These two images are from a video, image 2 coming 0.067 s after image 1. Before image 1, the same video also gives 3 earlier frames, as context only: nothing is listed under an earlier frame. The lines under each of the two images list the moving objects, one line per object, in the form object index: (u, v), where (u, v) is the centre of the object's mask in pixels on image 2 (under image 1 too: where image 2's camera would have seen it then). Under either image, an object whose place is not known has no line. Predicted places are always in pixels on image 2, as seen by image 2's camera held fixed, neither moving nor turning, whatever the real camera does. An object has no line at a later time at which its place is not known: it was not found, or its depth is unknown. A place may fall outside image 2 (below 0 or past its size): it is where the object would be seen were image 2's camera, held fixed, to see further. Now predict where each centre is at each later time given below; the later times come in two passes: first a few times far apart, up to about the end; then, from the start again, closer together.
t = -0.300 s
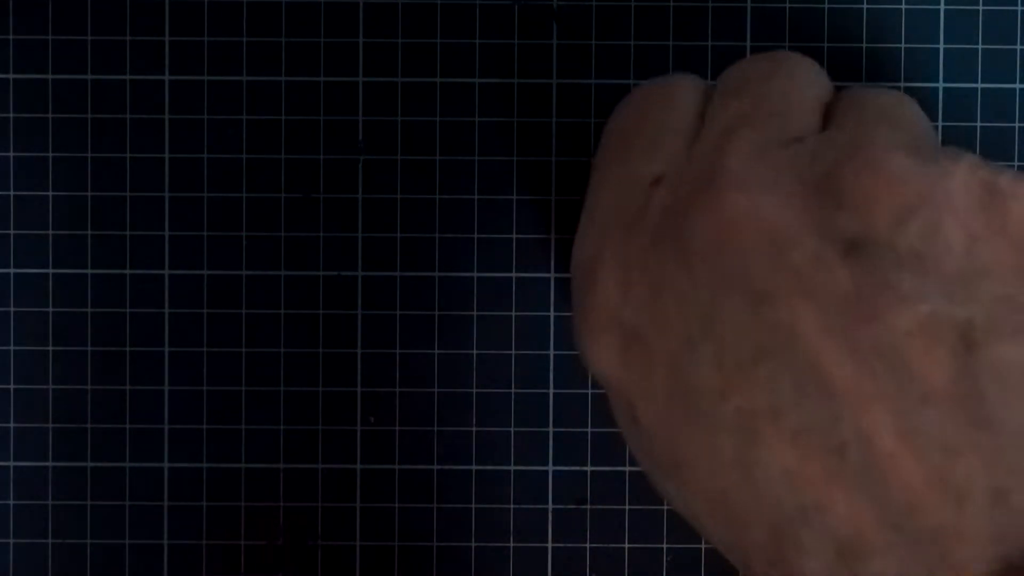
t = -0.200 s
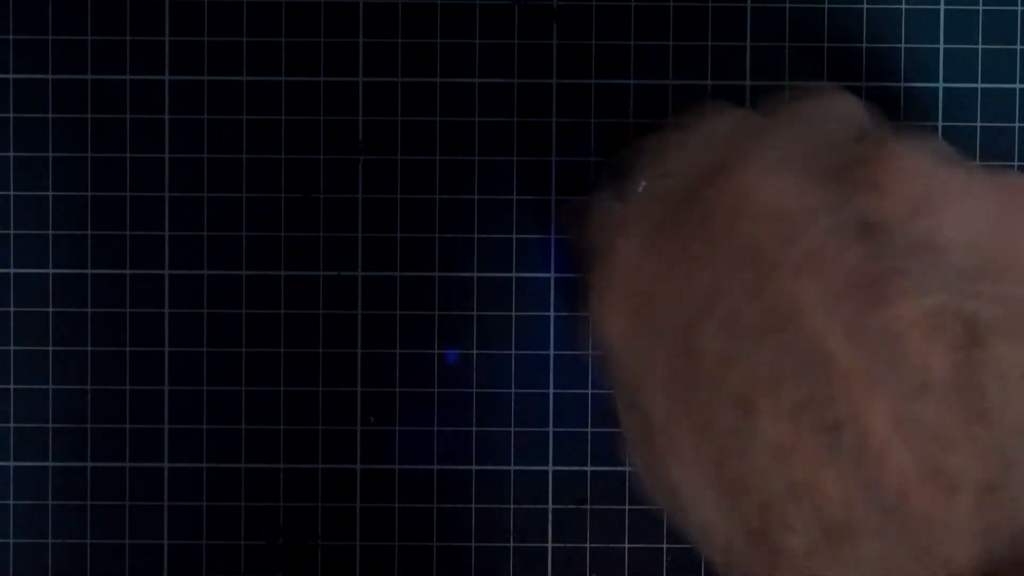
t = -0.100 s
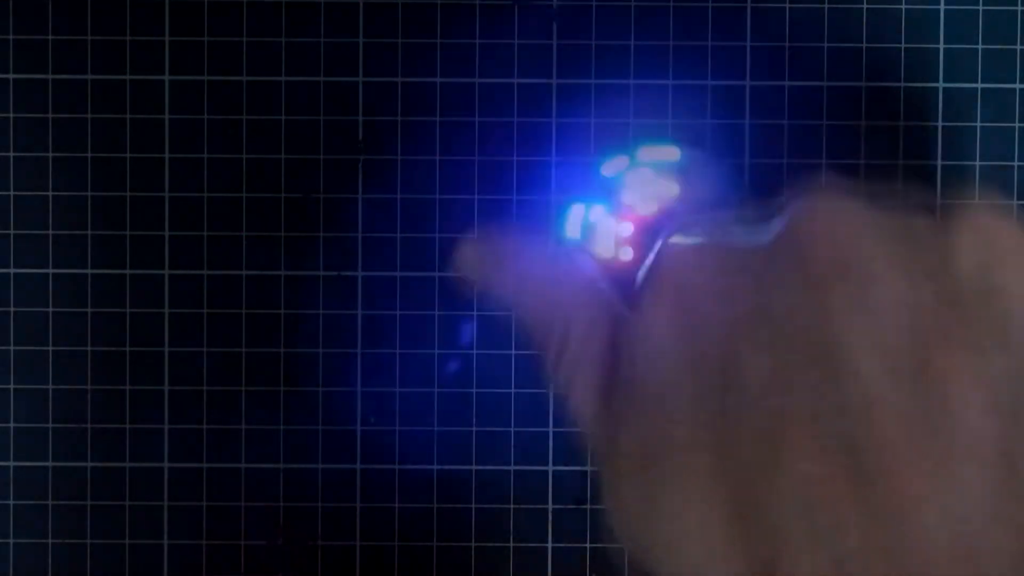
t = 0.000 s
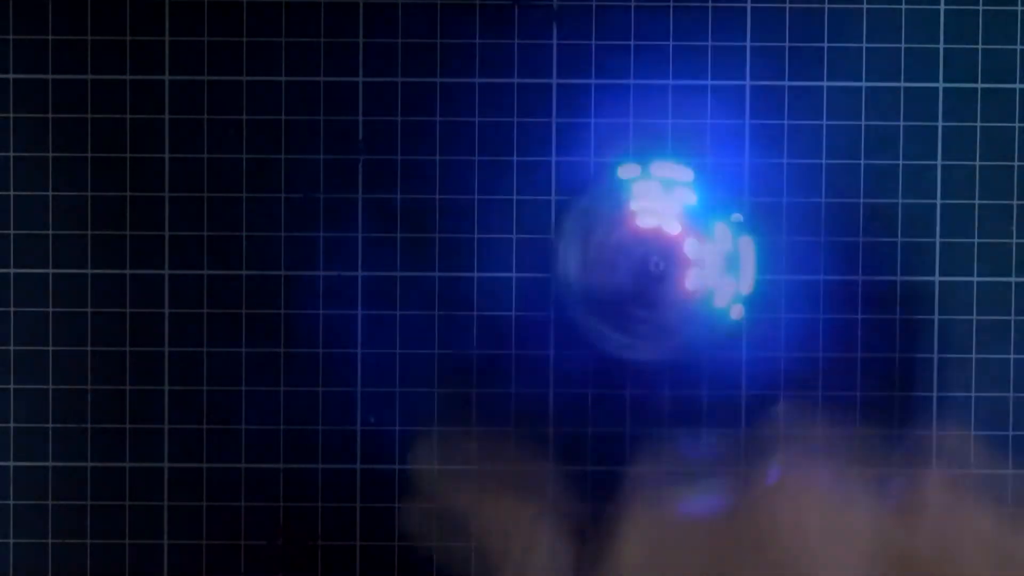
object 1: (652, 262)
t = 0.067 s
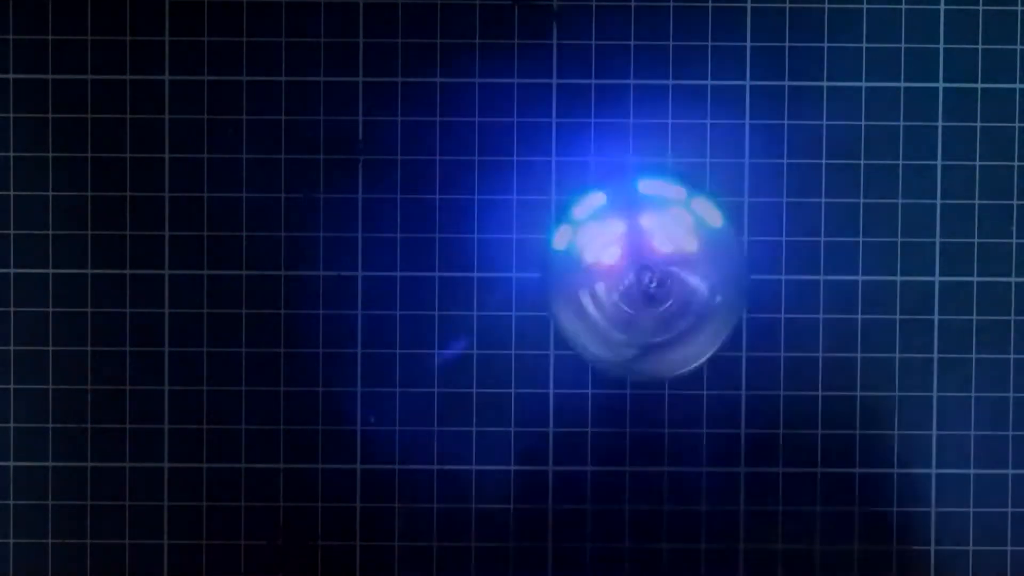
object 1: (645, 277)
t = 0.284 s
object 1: (636, 322)
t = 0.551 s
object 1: (647, 375)
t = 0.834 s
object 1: (687, 408)
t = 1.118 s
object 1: (727, 394)
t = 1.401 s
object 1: (741, 352)
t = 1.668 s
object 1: (712, 319)
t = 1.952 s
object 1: (669, 313)
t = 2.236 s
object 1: (638, 341)
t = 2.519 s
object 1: (633, 377)
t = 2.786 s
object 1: (661, 390)
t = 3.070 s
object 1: (688, 365)
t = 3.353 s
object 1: (674, 338)
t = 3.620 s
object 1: (639, 321)
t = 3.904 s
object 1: (609, 334)
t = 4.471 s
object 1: (614, 387)
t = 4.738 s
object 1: (625, 381)
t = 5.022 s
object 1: (632, 372)
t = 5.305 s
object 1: (636, 348)
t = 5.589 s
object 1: (608, 331)
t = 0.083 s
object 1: (646, 281)
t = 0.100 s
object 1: (644, 289)
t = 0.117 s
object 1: (641, 290)
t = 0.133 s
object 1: (641, 291)
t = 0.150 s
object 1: (640, 296)
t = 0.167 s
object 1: (642, 301)
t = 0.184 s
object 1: (639, 307)
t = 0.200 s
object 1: (637, 307)
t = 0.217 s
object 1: (638, 310)
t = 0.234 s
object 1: (639, 312)
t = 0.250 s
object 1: (639, 315)
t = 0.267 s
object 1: (637, 320)
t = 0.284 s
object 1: (636, 322)
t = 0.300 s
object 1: (637, 325)
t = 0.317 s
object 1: (638, 329)
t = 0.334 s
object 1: (639, 332)
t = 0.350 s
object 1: (634, 336)
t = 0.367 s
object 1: (635, 339)
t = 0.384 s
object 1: (637, 343)
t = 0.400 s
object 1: (639, 346)
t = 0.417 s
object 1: (640, 352)
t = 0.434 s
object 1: (637, 355)
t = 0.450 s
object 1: (639, 357)
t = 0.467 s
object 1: (640, 360)
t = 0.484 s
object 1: (643, 363)
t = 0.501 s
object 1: (644, 367)
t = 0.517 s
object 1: (644, 370)
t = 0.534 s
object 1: (645, 373)
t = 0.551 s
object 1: (647, 375)
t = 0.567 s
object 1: (649, 378)
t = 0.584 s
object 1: (651, 381)
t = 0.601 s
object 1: (651, 384)
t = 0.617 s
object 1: (653, 385)
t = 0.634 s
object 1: (656, 387)
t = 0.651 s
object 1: (660, 390)
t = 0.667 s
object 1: (661, 393)
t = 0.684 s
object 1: (662, 394)
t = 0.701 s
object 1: (665, 396)
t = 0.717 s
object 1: (667, 397)
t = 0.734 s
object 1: (671, 401)
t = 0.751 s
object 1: (673, 402)
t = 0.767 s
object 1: (674, 402)
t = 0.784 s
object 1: (677, 403)
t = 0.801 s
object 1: (680, 404)
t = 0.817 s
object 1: (685, 406)
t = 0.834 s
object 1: (687, 408)
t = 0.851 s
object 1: (690, 411)
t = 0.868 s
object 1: (691, 409)
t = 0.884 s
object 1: (695, 409)
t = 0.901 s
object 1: (698, 408)
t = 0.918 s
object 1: (702, 411)
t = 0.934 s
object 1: (701, 406)
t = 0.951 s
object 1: (703, 406)
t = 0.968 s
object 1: (704, 406)
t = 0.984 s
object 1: (709, 406)
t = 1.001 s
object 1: (712, 408)
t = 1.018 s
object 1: (713, 405)
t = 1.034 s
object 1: (715, 402)
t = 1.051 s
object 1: (717, 401)
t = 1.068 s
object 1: (723, 400)
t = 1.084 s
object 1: (725, 400)
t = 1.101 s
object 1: (727, 400)
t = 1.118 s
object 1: (727, 394)
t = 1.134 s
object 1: (729, 392)
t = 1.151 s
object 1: (733, 389)
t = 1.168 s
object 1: (735, 389)
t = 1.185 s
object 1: (734, 388)
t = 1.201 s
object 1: (734, 383)
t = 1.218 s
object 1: (736, 380)
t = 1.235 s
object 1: (739, 378)
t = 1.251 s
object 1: (738, 374)
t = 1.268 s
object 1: (738, 373)
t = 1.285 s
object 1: (739, 371)
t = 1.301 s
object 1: (741, 367)
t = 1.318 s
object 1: (742, 364)
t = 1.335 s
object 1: (743, 362)
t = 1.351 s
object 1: (741, 362)
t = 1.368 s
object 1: (740, 358)
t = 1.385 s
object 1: (741, 355)
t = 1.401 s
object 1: (741, 352)
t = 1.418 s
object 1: (741, 348)
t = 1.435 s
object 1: (740, 348)
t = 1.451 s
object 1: (736, 346)
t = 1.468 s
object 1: (735, 342)
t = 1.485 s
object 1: (734, 341)
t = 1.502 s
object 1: (733, 340)
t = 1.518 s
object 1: (732, 337)
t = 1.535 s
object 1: (729, 336)
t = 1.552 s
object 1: (728, 334)
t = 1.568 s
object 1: (727, 332)
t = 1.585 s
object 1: (725, 329)
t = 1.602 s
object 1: (724, 327)
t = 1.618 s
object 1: (720, 328)
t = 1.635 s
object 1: (717, 324)
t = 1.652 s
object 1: (716, 322)
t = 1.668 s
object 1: (712, 319)
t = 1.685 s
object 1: (712, 318)
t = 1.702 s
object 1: (709, 319)
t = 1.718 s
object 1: (704, 317)
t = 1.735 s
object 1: (704, 316)
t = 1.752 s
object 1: (701, 316)
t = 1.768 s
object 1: (698, 314)
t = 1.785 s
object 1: (696, 314)
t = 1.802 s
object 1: (691, 314)
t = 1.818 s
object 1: (687, 312)
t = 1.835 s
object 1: (686, 313)
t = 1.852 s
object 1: (683, 312)
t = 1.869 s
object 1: (683, 313)
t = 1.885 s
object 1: (678, 315)
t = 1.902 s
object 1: (674, 313)
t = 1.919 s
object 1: (671, 312)
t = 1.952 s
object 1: (669, 313)
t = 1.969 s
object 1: (667, 316)
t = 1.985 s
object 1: (661, 317)
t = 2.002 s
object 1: (659, 317)
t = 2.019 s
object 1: (659, 319)
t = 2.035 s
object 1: (659, 320)
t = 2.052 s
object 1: (658, 321)
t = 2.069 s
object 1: (654, 322)
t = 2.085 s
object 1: (651, 322)
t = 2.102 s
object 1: (650, 325)
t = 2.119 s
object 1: (648, 326)
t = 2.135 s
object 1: (649, 328)
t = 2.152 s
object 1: (646, 332)
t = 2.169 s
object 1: (640, 332)
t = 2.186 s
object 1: (640, 333)
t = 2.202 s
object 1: (639, 335)
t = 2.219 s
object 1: (638, 338)
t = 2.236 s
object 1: (638, 341)
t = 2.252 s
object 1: (634, 344)
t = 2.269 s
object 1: (630, 344)
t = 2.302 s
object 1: (631, 347)
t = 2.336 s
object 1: (632, 354)
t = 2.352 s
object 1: (629, 357)
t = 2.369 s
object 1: (631, 358)
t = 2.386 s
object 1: (631, 361)
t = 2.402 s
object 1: (632, 361)
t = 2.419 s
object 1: (632, 364)
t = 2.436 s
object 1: (630, 367)
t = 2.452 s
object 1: (630, 368)
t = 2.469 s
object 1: (632, 370)
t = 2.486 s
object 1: (631, 371)
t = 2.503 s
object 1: (632, 373)
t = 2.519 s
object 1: (633, 377)
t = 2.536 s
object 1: (633, 379)
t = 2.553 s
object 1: (633, 380)
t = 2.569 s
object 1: (637, 381)
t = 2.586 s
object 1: (639, 382)
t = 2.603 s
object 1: (641, 386)
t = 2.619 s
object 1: (641, 388)
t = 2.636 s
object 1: (642, 388)
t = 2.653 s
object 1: (644, 388)
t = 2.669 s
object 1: (646, 388)
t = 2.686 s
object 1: (649, 388)
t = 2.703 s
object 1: (652, 388)
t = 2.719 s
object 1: (651, 389)
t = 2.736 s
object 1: (652, 389)
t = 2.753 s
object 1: (655, 390)
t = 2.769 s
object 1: (658, 388)
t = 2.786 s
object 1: (661, 390)
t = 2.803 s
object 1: (662, 390)
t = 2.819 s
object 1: (661, 388)
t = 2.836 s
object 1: (664, 387)
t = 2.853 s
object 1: (665, 386)
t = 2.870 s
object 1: (668, 385)
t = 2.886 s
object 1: (671, 387)
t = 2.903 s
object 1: (672, 388)
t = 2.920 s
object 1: (673, 385)
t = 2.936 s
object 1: (675, 382)
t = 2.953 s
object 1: (677, 380)
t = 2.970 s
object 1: (681, 378)
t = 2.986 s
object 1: (682, 378)
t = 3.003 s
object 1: (683, 377)
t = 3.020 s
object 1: (683, 374)
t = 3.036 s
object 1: (684, 369)
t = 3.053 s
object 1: (685, 366)
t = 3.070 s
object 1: (688, 365)
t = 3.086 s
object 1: (688, 366)
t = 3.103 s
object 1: (687, 366)
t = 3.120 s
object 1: (684, 362)
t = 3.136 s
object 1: (684, 359)
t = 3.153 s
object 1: (685, 355)
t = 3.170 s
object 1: (686, 354)
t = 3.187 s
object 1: (686, 355)
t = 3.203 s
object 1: (683, 354)
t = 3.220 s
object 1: (680, 351)
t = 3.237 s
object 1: (679, 350)
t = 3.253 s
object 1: (678, 347)
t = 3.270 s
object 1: (678, 348)
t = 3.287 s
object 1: (678, 348)
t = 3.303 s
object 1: (676, 346)
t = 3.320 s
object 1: (675, 343)
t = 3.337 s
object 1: (674, 341)
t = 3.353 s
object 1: (674, 338)
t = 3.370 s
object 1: (674, 337)
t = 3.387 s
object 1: (672, 337)
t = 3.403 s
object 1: (668, 335)
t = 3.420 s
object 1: (667, 332)
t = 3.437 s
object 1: (667, 329)
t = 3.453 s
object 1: (665, 326)
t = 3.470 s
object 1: (664, 326)
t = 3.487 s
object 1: (661, 327)
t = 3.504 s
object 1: (656, 326)
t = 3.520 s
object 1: (653, 324)
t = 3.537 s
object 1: (651, 322)
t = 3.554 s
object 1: (650, 321)
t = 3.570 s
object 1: (648, 322)
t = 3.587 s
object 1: (646, 323)
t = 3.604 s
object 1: (642, 322)
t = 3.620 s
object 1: (639, 321)
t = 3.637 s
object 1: (636, 319)
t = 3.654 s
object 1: (635, 318)
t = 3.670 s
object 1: (635, 320)
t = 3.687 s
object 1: (632, 322)
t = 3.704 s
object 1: (627, 322)
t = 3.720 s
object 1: (623, 321)
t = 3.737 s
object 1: (623, 321)
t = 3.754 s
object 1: (622, 320)
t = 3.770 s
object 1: (622, 322)
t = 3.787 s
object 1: (620, 326)
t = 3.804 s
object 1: (616, 328)
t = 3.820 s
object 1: (613, 329)
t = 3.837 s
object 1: (615, 330)
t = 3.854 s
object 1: (614, 332)
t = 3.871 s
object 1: (612, 331)
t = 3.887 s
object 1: (613, 333)
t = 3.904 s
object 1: (609, 334)
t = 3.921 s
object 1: (606, 334)
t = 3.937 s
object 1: (603, 336)
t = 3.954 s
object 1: (604, 338)
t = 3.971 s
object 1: (603, 339)
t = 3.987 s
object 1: (603, 343)
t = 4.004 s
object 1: (599, 345)
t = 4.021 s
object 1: (597, 346)
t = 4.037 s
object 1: (597, 347)
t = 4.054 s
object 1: (595, 349)
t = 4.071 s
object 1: (594, 353)
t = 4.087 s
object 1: (596, 356)
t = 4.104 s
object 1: (595, 360)
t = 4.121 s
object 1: (595, 359)
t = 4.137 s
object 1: (595, 361)
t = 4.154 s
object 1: (595, 360)
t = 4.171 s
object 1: (598, 361)
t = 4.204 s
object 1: (600, 366)
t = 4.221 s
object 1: (600, 365)
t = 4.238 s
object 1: (601, 365)
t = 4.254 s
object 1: (602, 366)
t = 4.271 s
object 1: (601, 367)
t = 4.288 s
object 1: (590, 361)
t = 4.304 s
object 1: (602, 368)
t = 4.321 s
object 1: (601, 372)
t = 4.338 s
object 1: (602, 374)
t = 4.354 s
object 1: (605, 376)
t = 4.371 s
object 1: (604, 378)
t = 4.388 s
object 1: (606, 380)
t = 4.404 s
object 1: (605, 369)
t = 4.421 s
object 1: (609, 383)
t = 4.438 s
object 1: (609, 384)
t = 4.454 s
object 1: (611, 385)
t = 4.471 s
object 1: (614, 387)
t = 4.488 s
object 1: (614, 386)
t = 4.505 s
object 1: (615, 385)
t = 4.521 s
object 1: (615, 386)
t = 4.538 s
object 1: (616, 385)
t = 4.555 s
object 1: (617, 383)
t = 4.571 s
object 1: (618, 383)
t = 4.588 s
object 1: (618, 382)
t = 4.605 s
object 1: (618, 382)
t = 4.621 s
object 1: (619, 381)
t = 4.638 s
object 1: (619, 380)
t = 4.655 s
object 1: (619, 381)
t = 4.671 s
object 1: (622, 381)
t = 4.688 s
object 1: (622, 382)
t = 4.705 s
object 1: (625, 382)
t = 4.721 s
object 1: (626, 382)
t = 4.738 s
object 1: (625, 381)
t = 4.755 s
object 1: (625, 380)
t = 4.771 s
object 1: (626, 381)
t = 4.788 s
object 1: (628, 381)
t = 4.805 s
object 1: (629, 380)
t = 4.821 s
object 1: (632, 380)
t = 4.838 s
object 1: (631, 379)
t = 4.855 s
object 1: (630, 377)
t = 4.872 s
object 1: (630, 375)
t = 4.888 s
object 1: (629, 374)
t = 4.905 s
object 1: (629, 373)
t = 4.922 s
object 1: (628, 373)
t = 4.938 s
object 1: (629, 371)
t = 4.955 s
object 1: (627, 373)
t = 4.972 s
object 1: (629, 372)
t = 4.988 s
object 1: (629, 371)
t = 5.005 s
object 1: (630, 372)
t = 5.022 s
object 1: (632, 372)
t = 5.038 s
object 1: (634, 371)
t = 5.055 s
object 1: (633, 371)
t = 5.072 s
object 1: (632, 368)
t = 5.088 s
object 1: (632, 368)
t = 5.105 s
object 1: (633, 365)
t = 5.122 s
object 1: (632, 364)
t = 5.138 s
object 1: (634, 363)
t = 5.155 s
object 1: (635, 361)
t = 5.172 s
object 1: (634, 363)
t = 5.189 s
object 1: (634, 361)
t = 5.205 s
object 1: (635, 359)
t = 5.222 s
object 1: (637, 358)
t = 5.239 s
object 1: (638, 355)
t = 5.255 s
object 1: (638, 354)
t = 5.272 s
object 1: (638, 352)
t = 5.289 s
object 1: (636, 350)
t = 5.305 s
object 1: (636, 348)
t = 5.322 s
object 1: (636, 345)
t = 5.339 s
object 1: (636, 343)
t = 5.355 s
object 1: (625, 348)
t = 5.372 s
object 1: (625, 335)
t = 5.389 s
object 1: (634, 326)
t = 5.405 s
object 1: (642, 330)
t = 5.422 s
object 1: (645, 338)
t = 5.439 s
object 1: (630, 333)
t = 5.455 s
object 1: (629, 331)
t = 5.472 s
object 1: (618, 334)
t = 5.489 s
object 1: (620, 320)
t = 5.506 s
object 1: (627, 331)
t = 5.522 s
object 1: (636, 324)
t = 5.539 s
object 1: (633, 334)
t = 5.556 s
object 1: (625, 339)
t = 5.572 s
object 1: (614, 340)
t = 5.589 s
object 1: (608, 331)
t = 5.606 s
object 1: (610, 316)
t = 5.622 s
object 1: (620, 326)
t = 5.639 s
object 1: (617, 326)
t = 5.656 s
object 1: (616, 323)
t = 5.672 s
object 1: (616, 322)
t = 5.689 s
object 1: (606, 329)
